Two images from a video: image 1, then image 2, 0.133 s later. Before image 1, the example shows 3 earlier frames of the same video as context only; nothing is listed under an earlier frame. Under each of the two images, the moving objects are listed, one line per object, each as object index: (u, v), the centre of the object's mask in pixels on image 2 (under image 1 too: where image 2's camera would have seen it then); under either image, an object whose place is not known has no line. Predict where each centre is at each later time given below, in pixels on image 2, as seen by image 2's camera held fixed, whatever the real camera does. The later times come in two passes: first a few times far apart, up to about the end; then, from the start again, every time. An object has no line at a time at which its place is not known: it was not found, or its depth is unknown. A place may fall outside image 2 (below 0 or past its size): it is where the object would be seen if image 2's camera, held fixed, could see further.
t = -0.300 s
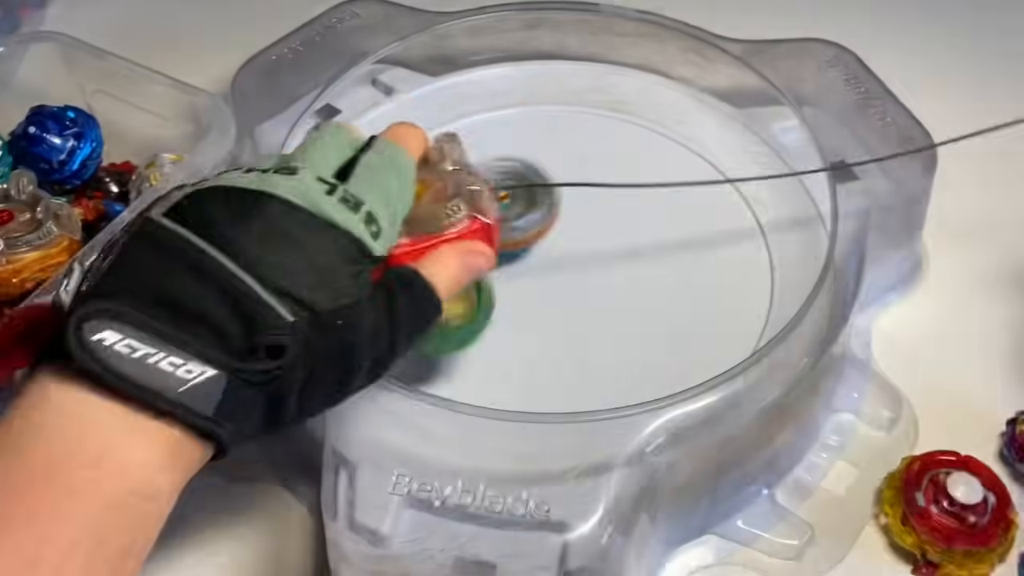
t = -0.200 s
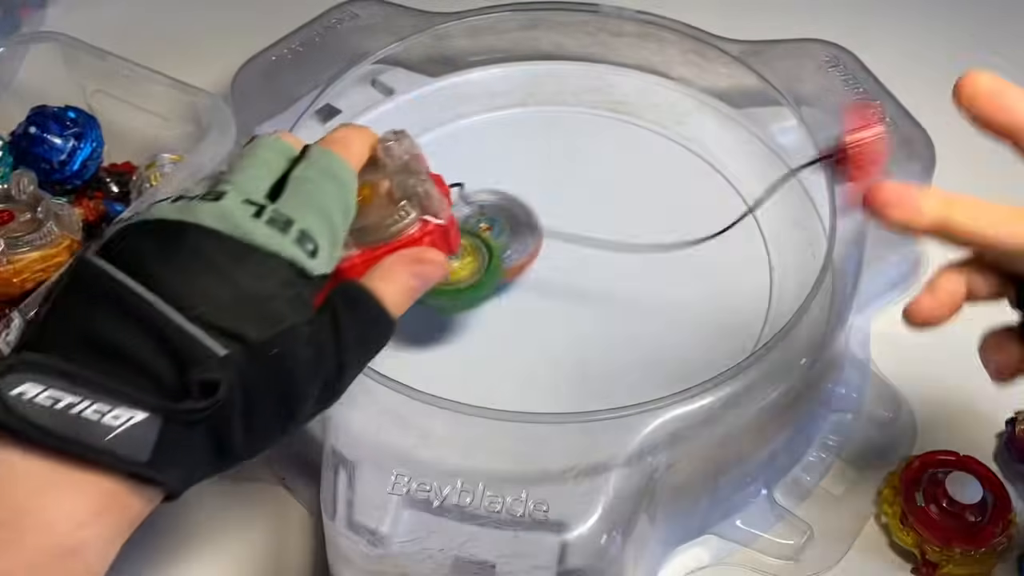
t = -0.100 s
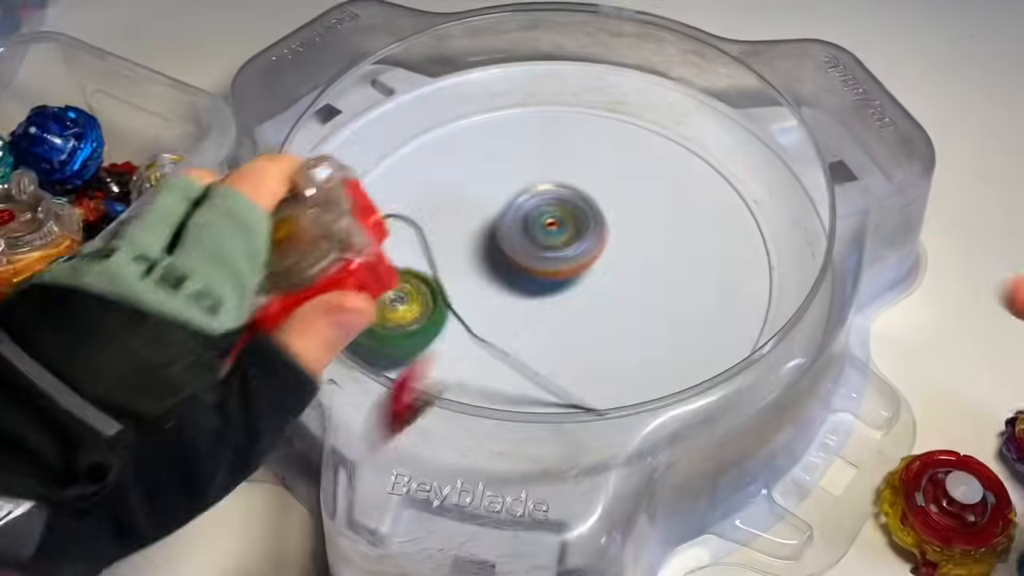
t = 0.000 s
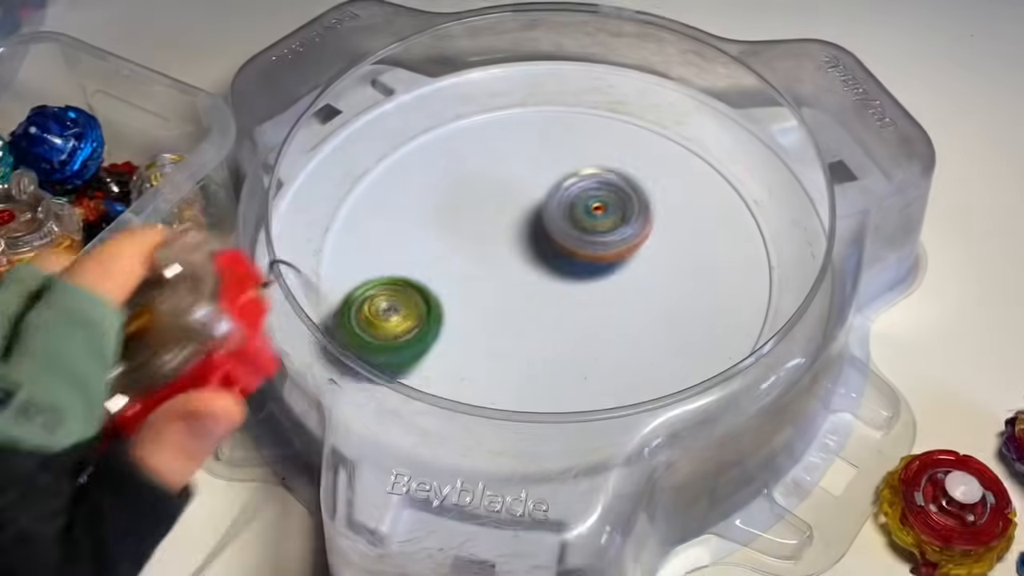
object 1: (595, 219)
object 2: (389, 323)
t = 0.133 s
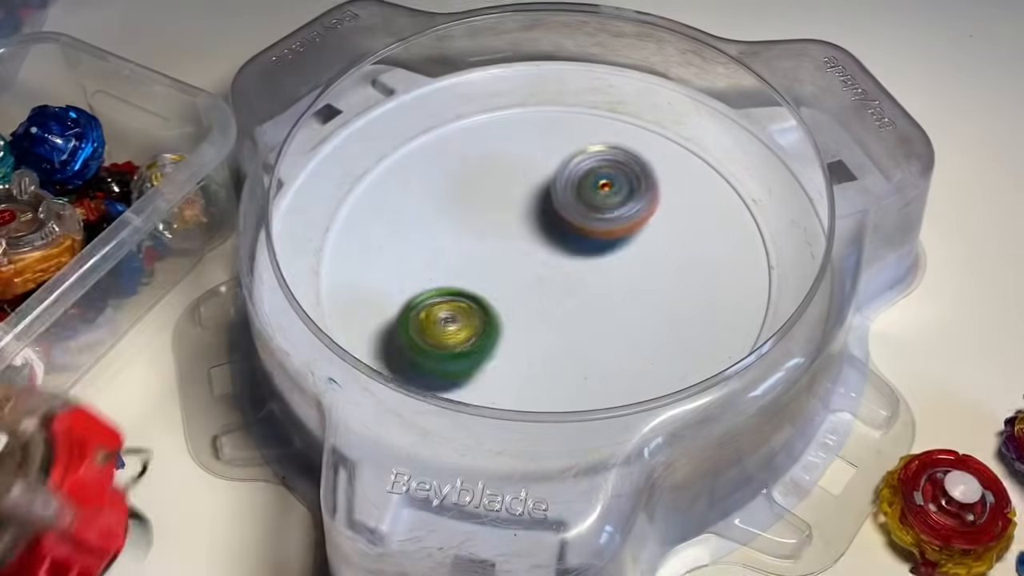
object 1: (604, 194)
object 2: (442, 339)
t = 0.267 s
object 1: (580, 181)
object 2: (560, 320)
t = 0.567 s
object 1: (529, 246)
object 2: (611, 142)
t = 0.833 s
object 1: (606, 278)
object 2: (415, 152)
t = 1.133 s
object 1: (620, 214)
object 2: (474, 358)
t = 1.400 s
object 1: (498, 241)
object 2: (731, 268)
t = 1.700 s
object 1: (526, 323)
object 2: (571, 100)
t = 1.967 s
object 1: (597, 268)
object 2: (366, 208)
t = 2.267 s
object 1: (486, 208)
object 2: (569, 376)
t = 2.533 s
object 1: (441, 270)
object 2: (724, 231)
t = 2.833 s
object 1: (569, 265)
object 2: (502, 122)
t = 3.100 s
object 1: (545, 180)
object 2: (364, 273)
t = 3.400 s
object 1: (458, 206)
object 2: (621, 362)
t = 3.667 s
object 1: (544, 271)
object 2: (674, 188)
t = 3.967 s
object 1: (621, 204)
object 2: (436, 155)
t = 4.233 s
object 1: (535, 184)
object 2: (405, 310)
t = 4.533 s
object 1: (529, 277)
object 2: (639, 318)
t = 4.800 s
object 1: (608, 279)
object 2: (621, 177)
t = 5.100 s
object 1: (572, 228)
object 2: (450, 191)
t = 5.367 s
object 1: (526, 252)
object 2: (420, 296)
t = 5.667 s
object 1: (577, 242)
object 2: (562, 339)
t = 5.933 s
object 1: (530, 183)
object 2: (602, 261)
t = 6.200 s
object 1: (419, 190)
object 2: (596, 229)
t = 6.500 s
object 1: (462, 289)
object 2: (595, 238)
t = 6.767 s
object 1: (514, 278)
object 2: (663, 190)
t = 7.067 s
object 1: (512, 249)
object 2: (616, 169)
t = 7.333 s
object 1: (422, 299)
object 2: (610, 198)
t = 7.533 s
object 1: (489, 322)
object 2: (589, 248)
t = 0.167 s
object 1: (600, 189)
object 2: (468, 339)
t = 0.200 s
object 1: (595, 185)
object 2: (497, 338)
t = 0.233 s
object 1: (588, 182)
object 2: (528, 332)
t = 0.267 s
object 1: (580, 181)
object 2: (560, 320)
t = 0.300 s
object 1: (571, 180)
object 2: (588, 304)
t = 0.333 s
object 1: (562, 183)
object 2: (612, 283)
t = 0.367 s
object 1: (554, 188)
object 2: (629, 259)
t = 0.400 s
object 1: (545, 195)
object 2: (640, 234)
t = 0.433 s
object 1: (537, 202)
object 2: (645, 210)
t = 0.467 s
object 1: (531, 211)
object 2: (645, 189)
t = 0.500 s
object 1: (528, 222)
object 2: (639, 170)
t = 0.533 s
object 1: (527, 233)
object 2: (627, 154)
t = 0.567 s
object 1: (529, 246)
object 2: (611, 142)
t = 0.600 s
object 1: (534, 256)
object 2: (591, 131)
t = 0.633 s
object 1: (541, 266)
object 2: (569, 125)
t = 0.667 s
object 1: (550, 272)
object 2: (545, 121)
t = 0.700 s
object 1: (560, 277)
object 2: (518, 121)
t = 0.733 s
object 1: (571, 280)
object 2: (492, 124)
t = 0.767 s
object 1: (583, 281)
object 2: (465, 131)
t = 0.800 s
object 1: (595, 280)
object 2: (440, 138)
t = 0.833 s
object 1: (606, 278)
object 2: (415, 152)
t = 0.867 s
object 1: (617, 273)
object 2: (392, 170)
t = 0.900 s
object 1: (627, 267)
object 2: (376, 192)
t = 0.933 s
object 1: (634, 260)
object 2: (365, 216)
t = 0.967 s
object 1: (639, 252)
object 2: (365, 241)
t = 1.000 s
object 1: (641, 242)
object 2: (369, 269)
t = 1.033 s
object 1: (641, 234)
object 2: (383, 296)
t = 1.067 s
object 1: (637, 226)
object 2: (406, 321)
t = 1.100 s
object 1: (631, 219)
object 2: (434, 344)
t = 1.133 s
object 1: (620, 214)
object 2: (474, 358)
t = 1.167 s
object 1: (606, 210)
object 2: (513, 367)
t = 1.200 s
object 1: (590, 209)
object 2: (555, 369)
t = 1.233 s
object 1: (571, 209)
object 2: (597, 366)
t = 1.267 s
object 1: (554, 212)
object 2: (638, 355)
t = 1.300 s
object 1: (538, 216)
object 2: (672, 342)
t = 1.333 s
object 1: (523, 223)
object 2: (700, 320)
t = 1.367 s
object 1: (510, 231)
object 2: (720, 295)
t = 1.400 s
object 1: (498, 241)
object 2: (731, 268)
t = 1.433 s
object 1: (490, 250)
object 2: (733, 244)
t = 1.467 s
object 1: (484, 261)
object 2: (729, 217)
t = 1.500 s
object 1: (481, 273)
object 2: (719, 192)
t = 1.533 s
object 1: (481, 284)
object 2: (705, 168)
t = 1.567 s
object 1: (485, 295)
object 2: (685, 147)
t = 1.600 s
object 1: (492, 304)
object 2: (660, 129)
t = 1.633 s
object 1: (501, 311)
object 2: (631, 115)
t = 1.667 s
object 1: (512, 319)
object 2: (601, 105)
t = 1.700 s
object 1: (526, 323)
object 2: (571, 100)
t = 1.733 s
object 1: (540, 325)
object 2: (537, 98)
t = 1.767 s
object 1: (553, 324)
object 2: (504, 101)
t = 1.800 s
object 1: (567, 319)
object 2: (472, 109)
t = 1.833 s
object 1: (579, 312)
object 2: (445, 119)
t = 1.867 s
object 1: (589, 303)
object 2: (419, 136)
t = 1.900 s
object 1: (596, 292)
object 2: (399, 155)
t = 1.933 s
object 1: (598, 280)
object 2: (378, 182)
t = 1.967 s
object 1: (597, 268)
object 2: (366, 208)
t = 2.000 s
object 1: (593, 256)
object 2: (365, 234)
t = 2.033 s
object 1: (585, 243)
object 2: (367, 263)
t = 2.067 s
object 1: (574, 232)
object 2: (375, 295)
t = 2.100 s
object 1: (561, 223)
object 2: (393, 320)
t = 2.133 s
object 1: (546, 217)
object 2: (422, 341)
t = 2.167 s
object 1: (530, 211)
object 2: (455, 358)
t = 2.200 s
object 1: (515, 208)
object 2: (489, 369)
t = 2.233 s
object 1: (500, 207)
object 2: (529, 375)
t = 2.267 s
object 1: (486, 208)
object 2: (569, 376)
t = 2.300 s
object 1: (473, 211)
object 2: (606, 371)
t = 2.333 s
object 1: (461, 217)
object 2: (643, 361)
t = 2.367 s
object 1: (451, 223)
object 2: (675, 346)
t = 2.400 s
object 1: (443, 232)
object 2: (701, 327)
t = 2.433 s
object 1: (439, 240)
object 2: (719, 306)
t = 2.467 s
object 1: (436, 250)
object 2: (727, 281)
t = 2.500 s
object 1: (437, 260)
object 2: (728, 257)
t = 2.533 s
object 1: (441, 270)
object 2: (724, 231)
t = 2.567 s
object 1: (450, 279)
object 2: (718, 205)
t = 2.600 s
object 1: (462, 286)
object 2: (705, 180)
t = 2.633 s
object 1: (477, 292)
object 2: (682, 163)
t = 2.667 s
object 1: (494, 296)
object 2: (655, 147)
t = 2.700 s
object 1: (512, 295)
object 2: (629, 134)
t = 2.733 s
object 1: (529, 291)
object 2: (597, 126)
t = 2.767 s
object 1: (545, 285)
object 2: (565, 120)
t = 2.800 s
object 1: (558, 276)
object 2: (534, 119)
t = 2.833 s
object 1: (569, 265)
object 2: (502, 122)
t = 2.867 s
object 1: (577, 253)
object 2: (471, 129)
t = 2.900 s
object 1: (580, 239)
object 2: (440, 141)
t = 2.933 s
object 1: (581, 227)
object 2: (413, 157)
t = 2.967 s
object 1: (578, 215)
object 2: (391, 177)
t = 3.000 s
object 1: (572, 204)
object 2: (376, 198)
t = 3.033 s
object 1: (566, 195)
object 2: (364, 223)
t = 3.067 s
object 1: (556, 186)
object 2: (359, 249)
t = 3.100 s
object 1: (545, 180)
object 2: (364, 273)
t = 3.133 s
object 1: (533, 174)
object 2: (372, 302)
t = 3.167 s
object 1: (521, 172)
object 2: (390, 324)
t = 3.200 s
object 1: (509, 170)
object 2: (414, 343)
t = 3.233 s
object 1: (496, 171)
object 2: (444, 359)
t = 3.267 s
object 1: (484, 174)
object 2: (477, 368)
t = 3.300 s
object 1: (475, 180)
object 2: (514, 374)
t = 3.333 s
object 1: (467, 187)
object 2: (550, 375)
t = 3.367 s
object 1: (461, 196)
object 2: (588, 371)
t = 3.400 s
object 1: (458, 206)
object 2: (621, 362)
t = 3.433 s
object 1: (458, 218)
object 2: (653, 347)
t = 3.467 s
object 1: (463, 231)
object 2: (676, 328)
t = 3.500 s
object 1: (468, 242)
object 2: (691, 307)
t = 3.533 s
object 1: (480, 252)
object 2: (701, 283)
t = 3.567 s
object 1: (493, 260)
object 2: (702, 257)
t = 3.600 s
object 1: (510, 267)
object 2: (701, 229)
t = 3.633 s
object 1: (526, 270)
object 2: (689, 208)
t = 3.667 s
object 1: (544, 271)
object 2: (674, 188)
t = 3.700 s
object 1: (561, 270)
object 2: (650, 171)
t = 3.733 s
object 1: (577, 265)
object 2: (627, 156)
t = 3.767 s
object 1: (591, 259)
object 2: (601, 144)
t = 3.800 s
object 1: (603, 252)
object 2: (573, 136)
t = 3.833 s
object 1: (612, 243)
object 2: (544, 133)
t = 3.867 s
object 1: (619, 233)
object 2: (515, 133)
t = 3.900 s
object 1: (622, 224)
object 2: (487, 137)
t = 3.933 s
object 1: (623, 214)
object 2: (461, 144)
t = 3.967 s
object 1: (621, 204)
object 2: (436, 155)
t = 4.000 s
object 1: (616, 196)
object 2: (416, 169)
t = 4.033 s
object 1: (608, 187)
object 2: (399, 185)
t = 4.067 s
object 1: (598, 181)
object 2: (387, 204)
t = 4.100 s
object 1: (588, 177)
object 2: (380, 224)
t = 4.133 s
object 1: (575, 174)
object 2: (379, 243)
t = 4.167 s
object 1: (561, 175)
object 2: (381, 267)
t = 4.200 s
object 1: (548, 179)
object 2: (390, 289)
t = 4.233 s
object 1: (535, 184)
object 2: (405, 310)
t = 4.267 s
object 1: (524, 192)
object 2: (427, 328)
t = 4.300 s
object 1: (516, 201)
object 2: (452, 344)
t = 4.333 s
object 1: (511, 212)
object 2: (480, 353)
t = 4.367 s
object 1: (507, 224)
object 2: (511, 359)
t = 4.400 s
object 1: (506, 235)
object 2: (541, 360)
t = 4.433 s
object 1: (508, 247)
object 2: (571, 356)
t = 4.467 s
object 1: (512, 259)
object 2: (598, 347)
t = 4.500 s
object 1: (519, 268)
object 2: (620, 334)
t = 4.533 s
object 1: (529, 277)
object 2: (639, 318)
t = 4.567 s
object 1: (538, 283)
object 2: (654, 300)
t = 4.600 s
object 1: (549, 288)
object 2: (662, 281)
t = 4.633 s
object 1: (561, 292)
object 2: (666, 260)
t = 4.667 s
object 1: (572, 291)
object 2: (665, 240)
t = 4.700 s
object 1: (582, 290)
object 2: (659, 222)
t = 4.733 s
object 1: (591, 288)
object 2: (647, 206)
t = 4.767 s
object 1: (600, 284)
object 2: (632, 193)
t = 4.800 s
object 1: (608, 279)
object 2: (621, 177)
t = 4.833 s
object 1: (613, 273)
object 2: (599, 171)
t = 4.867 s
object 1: (616, 266)
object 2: (579, 165)
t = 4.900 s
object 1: (616, 258)
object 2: (560, 160)
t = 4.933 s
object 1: (614, 251)
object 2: (539, 159)
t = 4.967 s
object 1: (609, 244)
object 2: (517, 160)
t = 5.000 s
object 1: (602, 238)
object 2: (497, 163)
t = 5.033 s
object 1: (594, 233)
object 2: (479, 170)
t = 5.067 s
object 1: (583, 230)
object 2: (463, 180)
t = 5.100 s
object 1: (572, 228)
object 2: (450, 191)
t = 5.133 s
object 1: (561, 227)
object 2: (438, 204)
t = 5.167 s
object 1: (549, 228)
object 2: (434, 216)
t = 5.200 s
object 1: (538, 231)
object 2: (428, 231)
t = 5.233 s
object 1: (537, 234)
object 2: (412, 247)
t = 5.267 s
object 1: (534, 239)
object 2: (406, 260)
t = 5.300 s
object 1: (531, 243)
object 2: (407, 270)
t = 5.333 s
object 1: (528, 247)
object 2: (411, 283)
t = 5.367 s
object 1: (526, 252)
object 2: (420, 296)
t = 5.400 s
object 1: (528, 257)
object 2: (430, 308)
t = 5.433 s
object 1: (534, 261)
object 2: (440, 320)
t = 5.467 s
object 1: (541, 264)
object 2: (454, 328)
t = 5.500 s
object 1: (548, 264)
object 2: (470, 337)
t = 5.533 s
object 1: (555, 264)
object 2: (488, 344)
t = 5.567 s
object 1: (561, 263)
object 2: (509, 344)
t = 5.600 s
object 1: (568, 258)
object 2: (528, 345)
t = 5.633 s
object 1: (575, 249)
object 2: (544, 346)
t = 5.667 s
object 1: (577, 242)
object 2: (562, 339)
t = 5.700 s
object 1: (578, 235)
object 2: (576, 333)
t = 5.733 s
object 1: (575, 228)
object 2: (589, 319)
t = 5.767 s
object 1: (571, 218)
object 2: (599, 311)
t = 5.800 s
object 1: (567, 206)
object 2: (605, 303)
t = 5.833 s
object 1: (559, 198)
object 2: (607, 293)
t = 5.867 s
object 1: (551, 191)
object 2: (607, 284)
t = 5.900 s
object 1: (540, 186)
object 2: (606, 272)
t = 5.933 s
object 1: (530, 183)
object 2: (602, 261)
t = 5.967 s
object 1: (518, 183)
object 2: (597, 249)
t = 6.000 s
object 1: (506, 182)
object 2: (594, 240)
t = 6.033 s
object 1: (482, 175)
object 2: (598, 243)
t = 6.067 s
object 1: (465, 170)
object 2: (604, 239)
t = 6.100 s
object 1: (448, 169)
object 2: (606, 235)
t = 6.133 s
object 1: (436, 173)
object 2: (604, 232)
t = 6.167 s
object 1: (425, 179)
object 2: (601, 230)
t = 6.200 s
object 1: (419, 190)
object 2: (596, 229)
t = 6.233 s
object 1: (415, 202)
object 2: (590, 227)
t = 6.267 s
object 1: (418, 218)
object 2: (579, 230)
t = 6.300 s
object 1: (422, 232)
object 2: (573, 228)
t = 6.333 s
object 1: (435, 247)
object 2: (564, 230)
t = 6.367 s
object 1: (449, 258)
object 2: (555, 235)
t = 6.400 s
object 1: (452, 269)
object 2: (560, 239)
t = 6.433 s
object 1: (449, 277)
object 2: (576, 237)
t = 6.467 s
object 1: (452, 284)
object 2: (587, 237)
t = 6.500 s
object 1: (462, 289)
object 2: (595, 238)
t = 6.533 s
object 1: (474, 293)
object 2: (603, 235)
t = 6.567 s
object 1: (492, 293)
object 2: (607, 235)
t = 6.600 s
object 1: (507, 291)
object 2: (611, 234)
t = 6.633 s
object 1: (526, 287)
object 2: (614, 231)
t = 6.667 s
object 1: (538, 282)
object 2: (617, 230)
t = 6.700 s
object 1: (529, 282)
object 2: (635, 218)
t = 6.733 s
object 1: (523, 281)
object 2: (652, 204)
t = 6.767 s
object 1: (514, 278)
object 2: (663, 190)
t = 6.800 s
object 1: (511, 274)
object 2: (670, 179)
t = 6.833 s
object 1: (511, 270)
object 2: (673, 171)
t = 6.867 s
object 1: (506, 267)
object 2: (669, 167)
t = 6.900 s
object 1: (507, 263)
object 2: (665, 163)
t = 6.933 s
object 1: (509, 260)
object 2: (660, 161)
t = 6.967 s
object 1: (508, 256)
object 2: (651, 160)
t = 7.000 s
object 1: (509, 253)
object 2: (638, 162)
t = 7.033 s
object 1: (512, 252)
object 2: (628, 164)
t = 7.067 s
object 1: (512, 249)
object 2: (616, 169)
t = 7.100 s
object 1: (515, 248)
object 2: (600, 179)
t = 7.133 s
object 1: (518, 249)
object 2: (588, 188)
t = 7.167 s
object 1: (497, 256)
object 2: (588, 191)
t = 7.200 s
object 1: (468, 268)
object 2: (600, 189)
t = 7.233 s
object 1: (448, 276)
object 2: (606, 189)
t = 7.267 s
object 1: (432, 285)
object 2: (609, 192)
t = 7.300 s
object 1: (424, 291)
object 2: (610, 194)
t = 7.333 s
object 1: (422, 299)
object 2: (610, 198)
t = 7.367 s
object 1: (426, 306)
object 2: (608, 204)
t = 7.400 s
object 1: (433, 315)
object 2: (604, 212)
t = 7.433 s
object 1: (443, 319)
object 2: (600, 221)
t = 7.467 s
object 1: (458, 324)
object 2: (597, 230)
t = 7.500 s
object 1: (475, 323)
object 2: (593, 239)
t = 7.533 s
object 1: (489, 322)
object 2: (589, 248)
